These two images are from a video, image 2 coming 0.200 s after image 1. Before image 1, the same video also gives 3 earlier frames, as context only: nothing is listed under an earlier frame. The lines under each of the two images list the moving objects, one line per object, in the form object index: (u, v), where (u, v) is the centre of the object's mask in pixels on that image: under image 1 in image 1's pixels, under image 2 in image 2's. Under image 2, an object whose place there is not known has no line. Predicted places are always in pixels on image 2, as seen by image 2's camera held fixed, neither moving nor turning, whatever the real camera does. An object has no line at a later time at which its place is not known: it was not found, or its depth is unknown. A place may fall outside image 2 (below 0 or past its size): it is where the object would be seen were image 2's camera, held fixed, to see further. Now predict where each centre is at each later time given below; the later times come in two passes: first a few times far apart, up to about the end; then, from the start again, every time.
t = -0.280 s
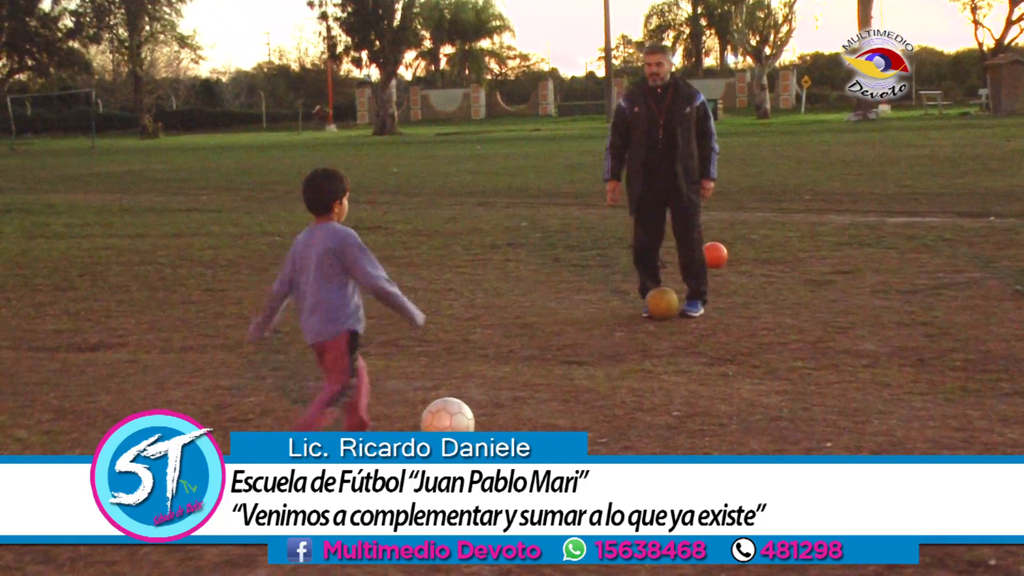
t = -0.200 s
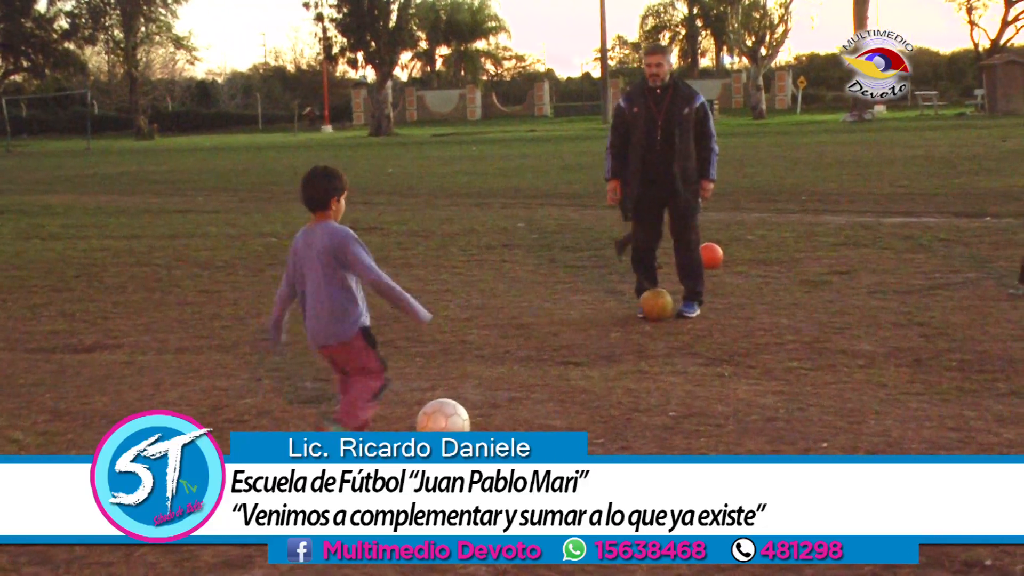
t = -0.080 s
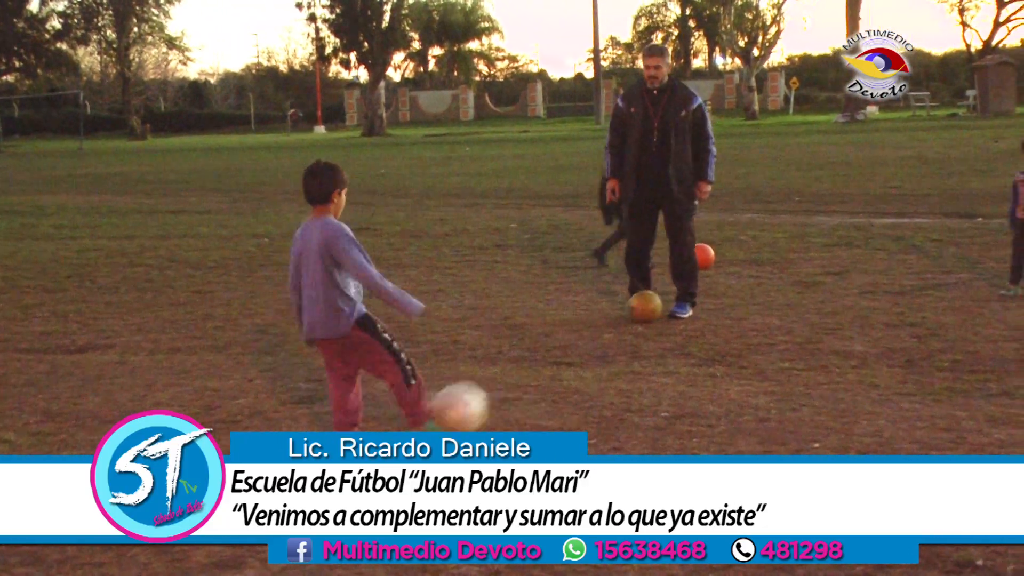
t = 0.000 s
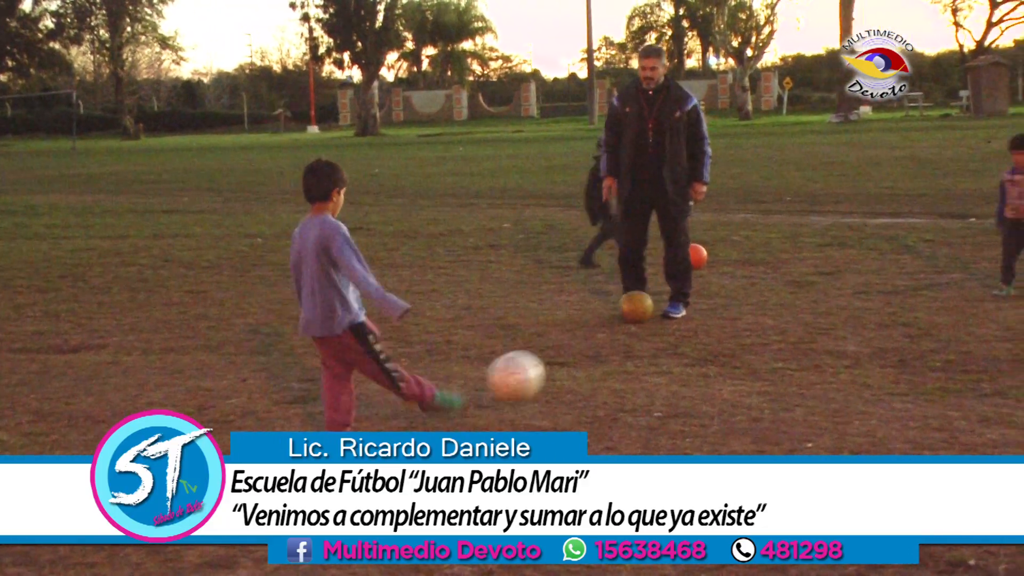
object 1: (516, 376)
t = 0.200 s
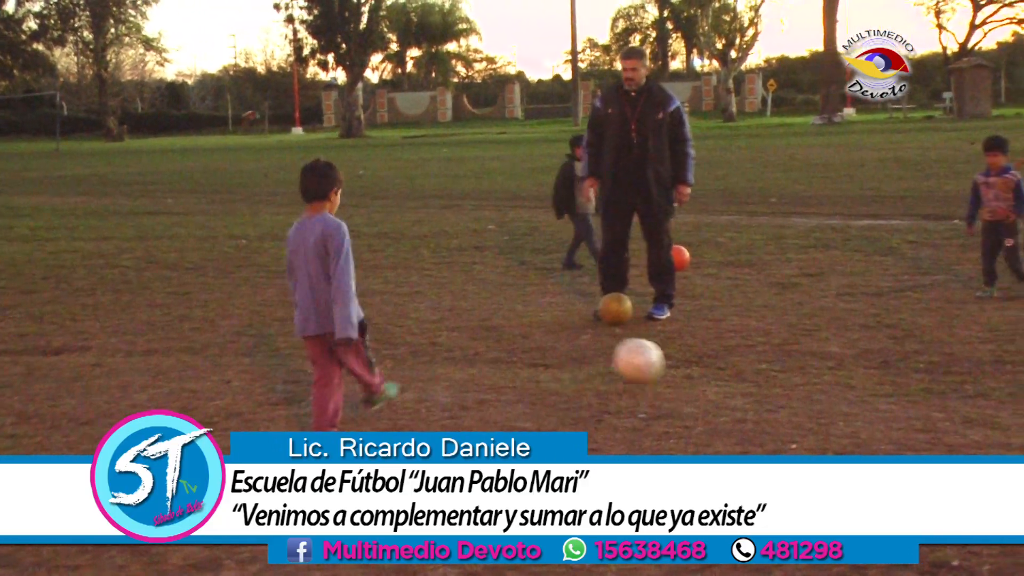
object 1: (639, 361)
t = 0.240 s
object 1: (662, 365)
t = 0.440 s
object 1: (720, 336)
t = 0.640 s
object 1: (768, 324)
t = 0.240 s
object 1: (662, 365)
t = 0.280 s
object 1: (674, 353)
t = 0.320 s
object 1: (686, 344)
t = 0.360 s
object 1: (697, 338)
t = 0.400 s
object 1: (709, 335)
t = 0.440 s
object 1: (720, 336)
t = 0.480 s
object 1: (731, 338)
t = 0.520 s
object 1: (743, 344)
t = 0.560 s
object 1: (752, 339)
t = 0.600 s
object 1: (759, 331)
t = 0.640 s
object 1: (768, 324)
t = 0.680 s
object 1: (776, 322)
